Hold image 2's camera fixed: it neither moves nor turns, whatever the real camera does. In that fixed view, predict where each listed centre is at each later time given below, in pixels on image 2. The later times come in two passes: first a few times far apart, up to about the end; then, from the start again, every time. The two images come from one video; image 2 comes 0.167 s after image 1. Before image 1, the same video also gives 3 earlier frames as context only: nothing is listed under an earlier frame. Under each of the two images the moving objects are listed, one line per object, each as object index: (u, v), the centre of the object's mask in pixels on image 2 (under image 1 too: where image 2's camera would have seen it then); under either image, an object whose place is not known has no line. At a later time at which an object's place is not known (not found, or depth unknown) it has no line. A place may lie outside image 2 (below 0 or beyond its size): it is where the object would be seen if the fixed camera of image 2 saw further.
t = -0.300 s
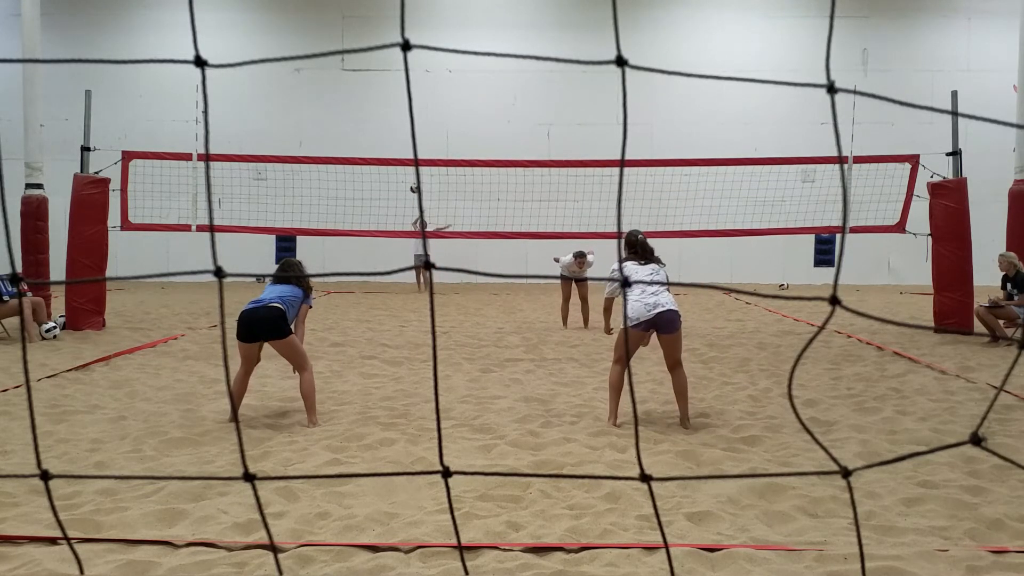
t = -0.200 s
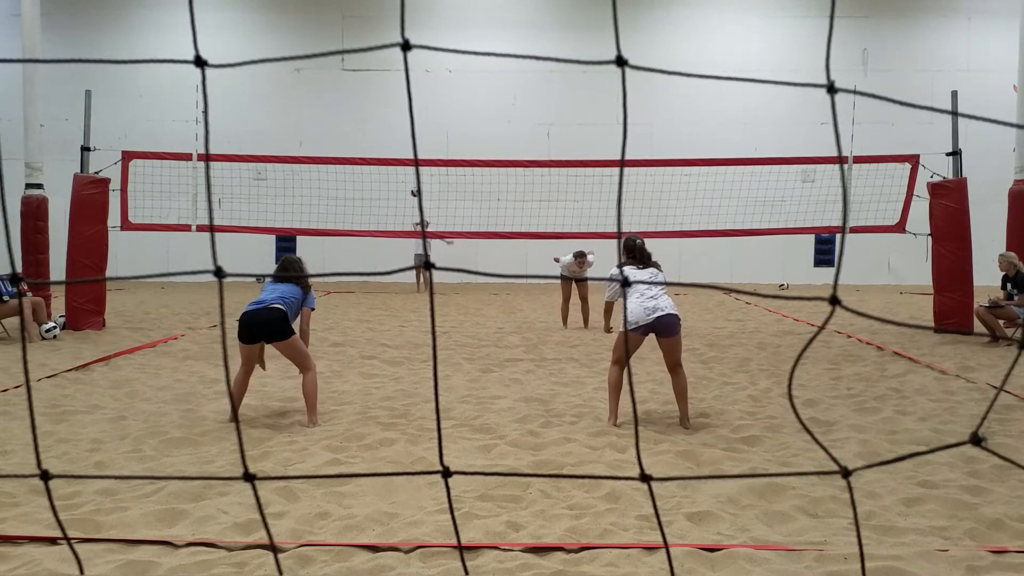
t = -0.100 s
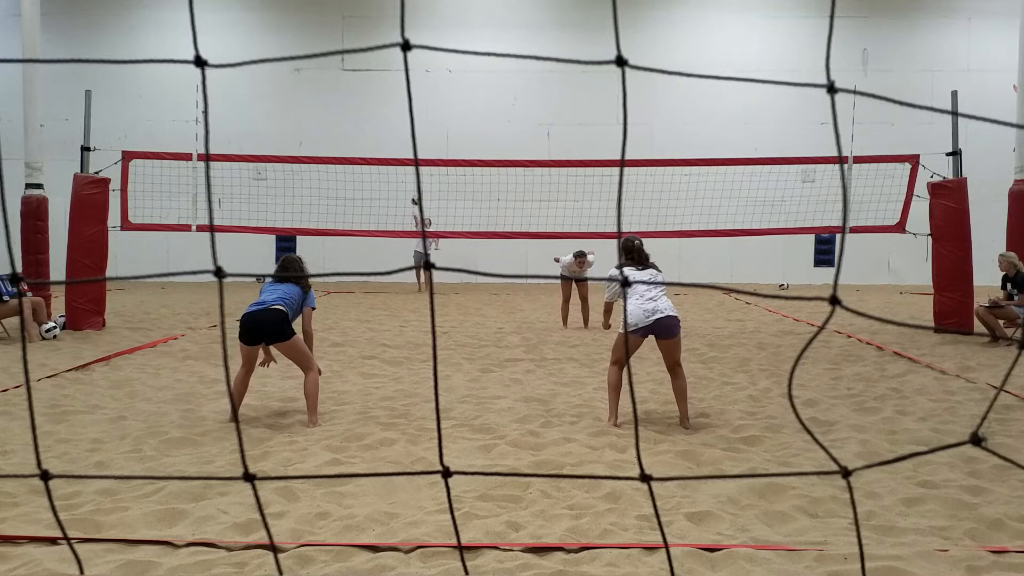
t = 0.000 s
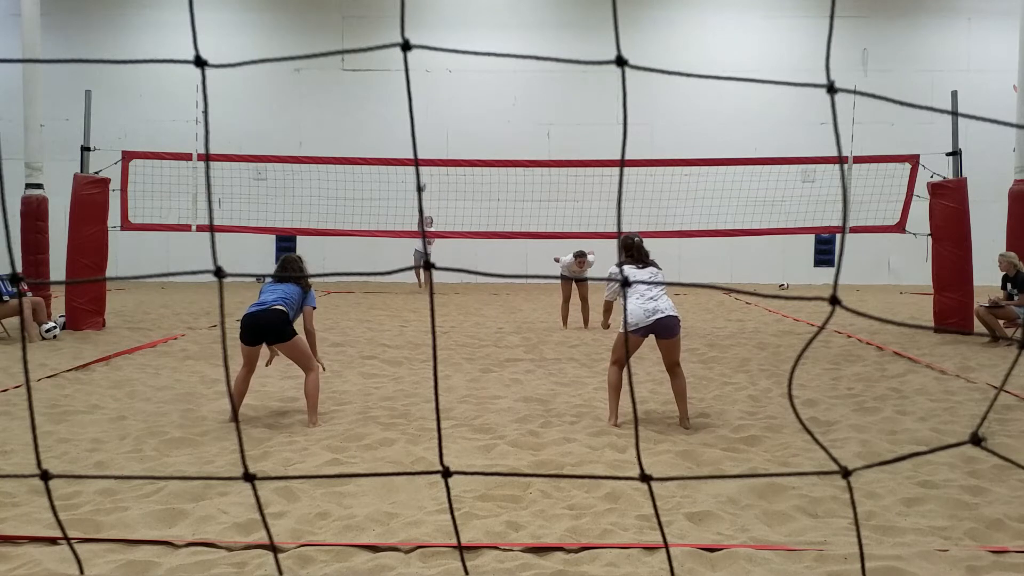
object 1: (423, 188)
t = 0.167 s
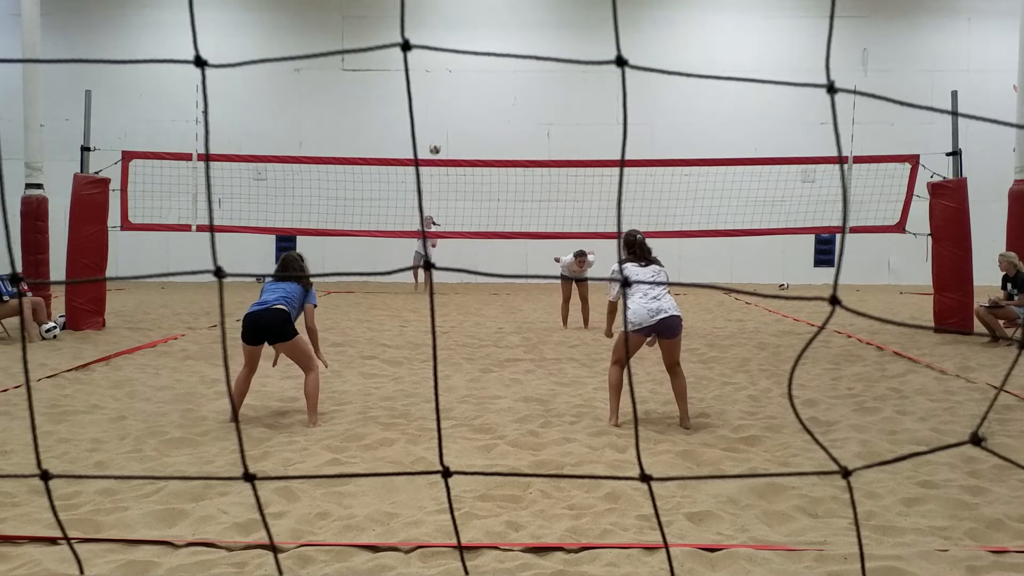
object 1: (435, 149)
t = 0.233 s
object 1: (441, 135)
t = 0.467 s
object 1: (471, 98)
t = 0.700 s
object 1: (519, 85)
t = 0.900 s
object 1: (581, 112)
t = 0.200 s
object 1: (438, 142)
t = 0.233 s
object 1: (441, 135)
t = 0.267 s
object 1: (445, 129)
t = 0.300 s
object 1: (449, 123)
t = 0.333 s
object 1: (453, 117)
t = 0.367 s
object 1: (457, 111)
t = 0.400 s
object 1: (461, 107)
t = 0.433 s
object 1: (466, 102)
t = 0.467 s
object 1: (471, 98)
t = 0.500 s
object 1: (476, 94)
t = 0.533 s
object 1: (482, 92)
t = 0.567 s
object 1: (489, 89)
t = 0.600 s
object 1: (496, 87)
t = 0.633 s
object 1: (503, 85)
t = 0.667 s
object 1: (511, 84)
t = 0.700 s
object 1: (519, 85)
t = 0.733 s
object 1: (528, 86)
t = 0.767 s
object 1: (537, 88)
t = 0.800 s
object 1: (546, 92)
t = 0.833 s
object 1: (557, 97)
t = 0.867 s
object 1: (568, 104)
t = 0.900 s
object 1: (581, 112)
